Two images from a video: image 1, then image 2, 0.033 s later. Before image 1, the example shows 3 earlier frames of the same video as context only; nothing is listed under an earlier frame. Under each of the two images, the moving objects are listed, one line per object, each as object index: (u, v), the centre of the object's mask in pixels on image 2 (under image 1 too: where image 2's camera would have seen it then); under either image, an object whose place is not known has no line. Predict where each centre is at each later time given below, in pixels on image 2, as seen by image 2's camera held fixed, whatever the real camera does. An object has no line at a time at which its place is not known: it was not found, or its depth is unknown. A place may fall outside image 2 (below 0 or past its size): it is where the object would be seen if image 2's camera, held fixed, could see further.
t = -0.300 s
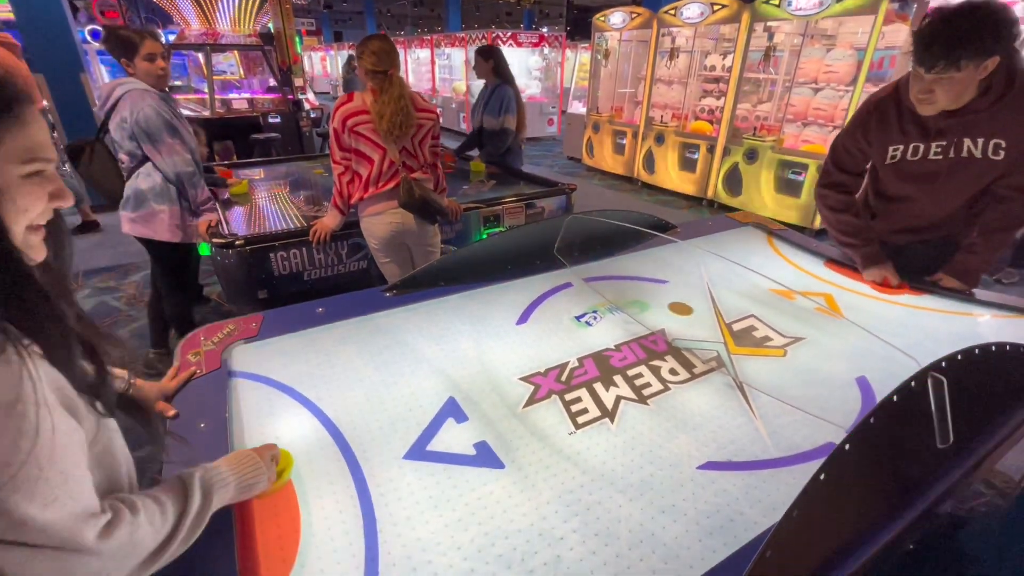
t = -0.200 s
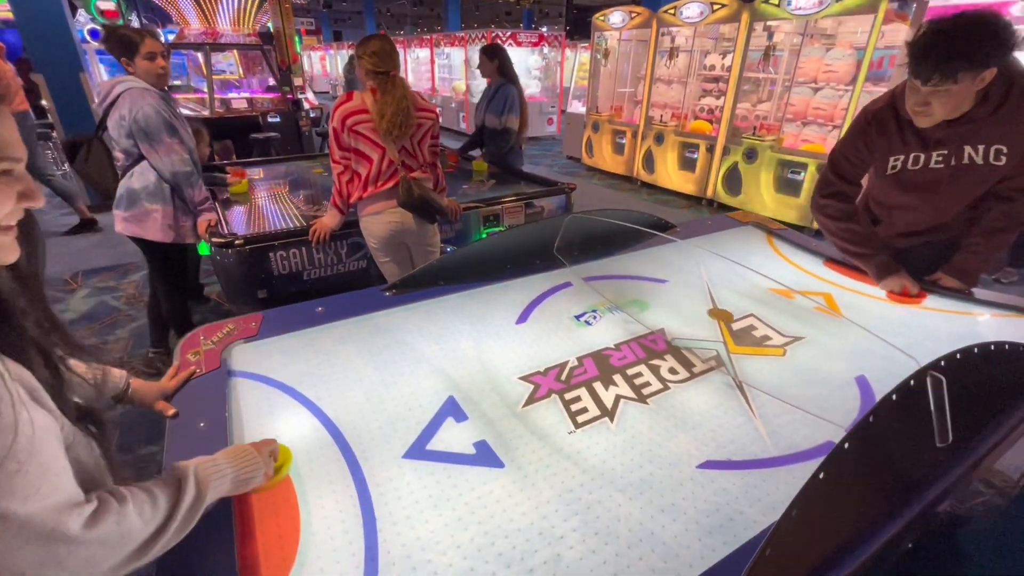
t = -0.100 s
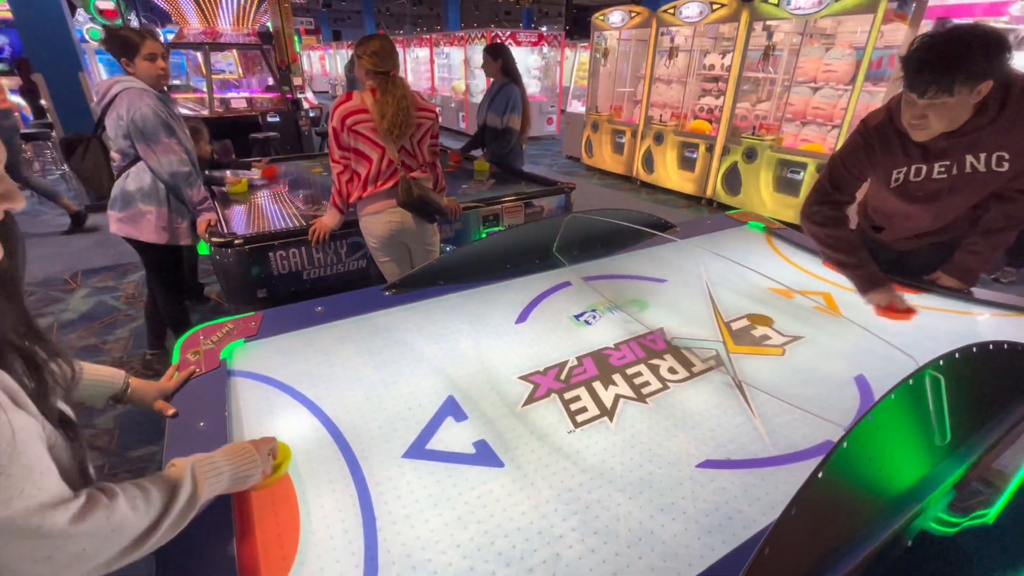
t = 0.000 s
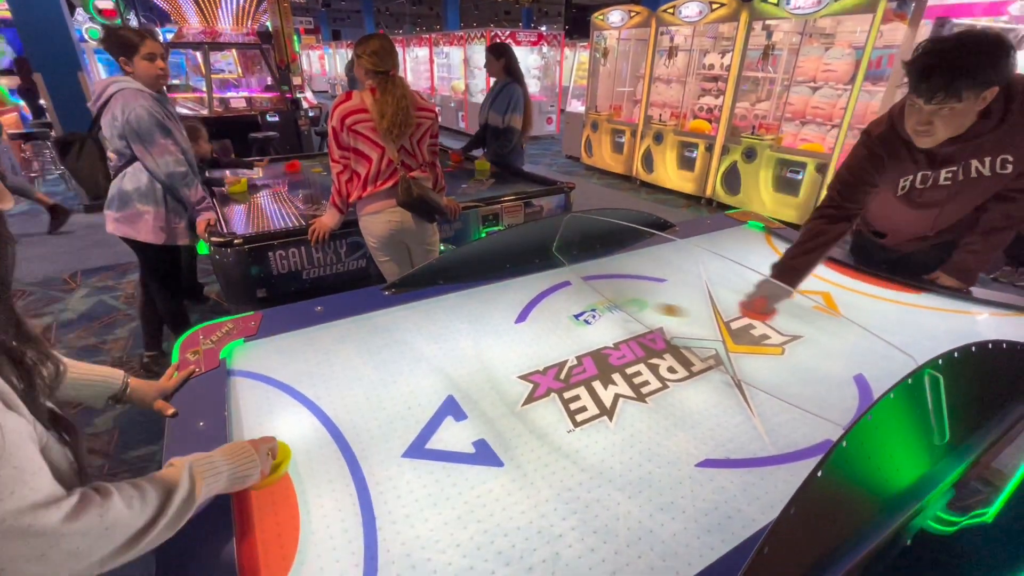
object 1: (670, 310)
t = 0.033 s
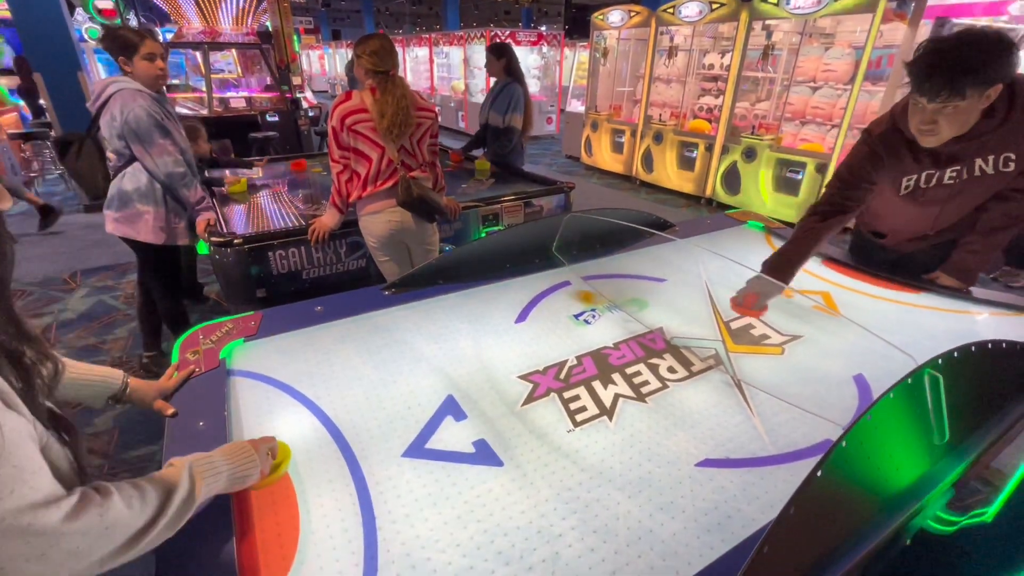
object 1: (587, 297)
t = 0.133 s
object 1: (429, 351)
